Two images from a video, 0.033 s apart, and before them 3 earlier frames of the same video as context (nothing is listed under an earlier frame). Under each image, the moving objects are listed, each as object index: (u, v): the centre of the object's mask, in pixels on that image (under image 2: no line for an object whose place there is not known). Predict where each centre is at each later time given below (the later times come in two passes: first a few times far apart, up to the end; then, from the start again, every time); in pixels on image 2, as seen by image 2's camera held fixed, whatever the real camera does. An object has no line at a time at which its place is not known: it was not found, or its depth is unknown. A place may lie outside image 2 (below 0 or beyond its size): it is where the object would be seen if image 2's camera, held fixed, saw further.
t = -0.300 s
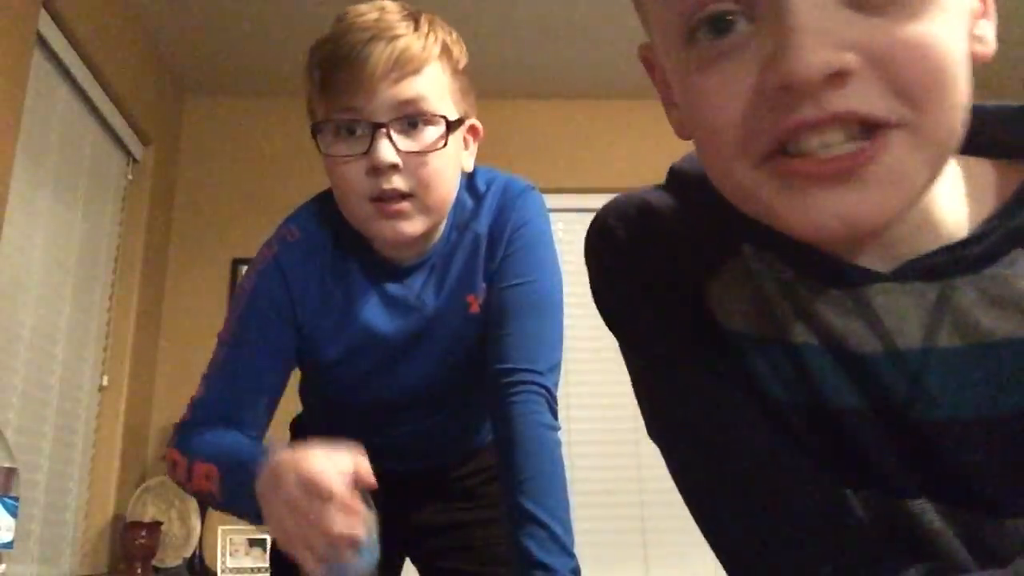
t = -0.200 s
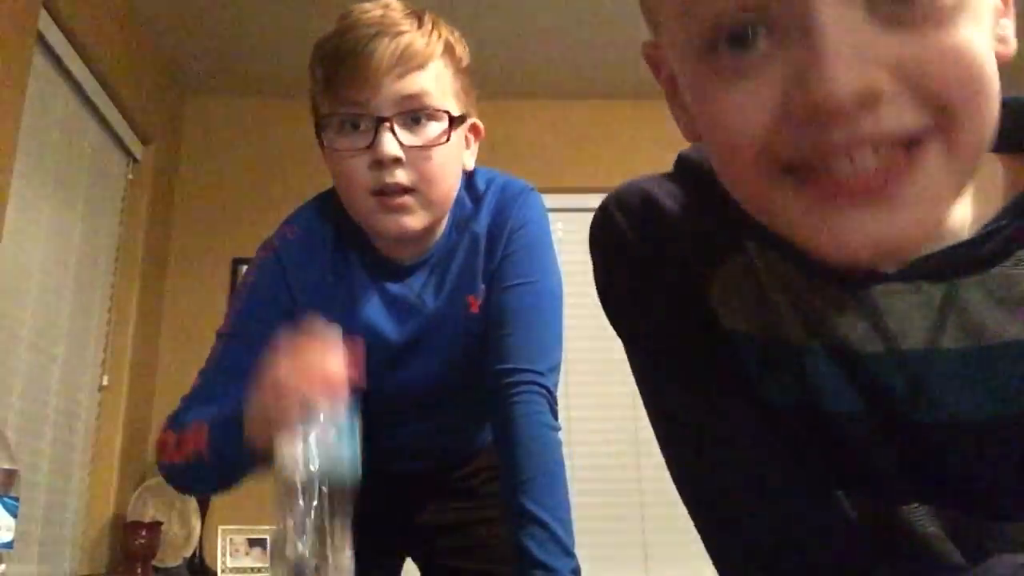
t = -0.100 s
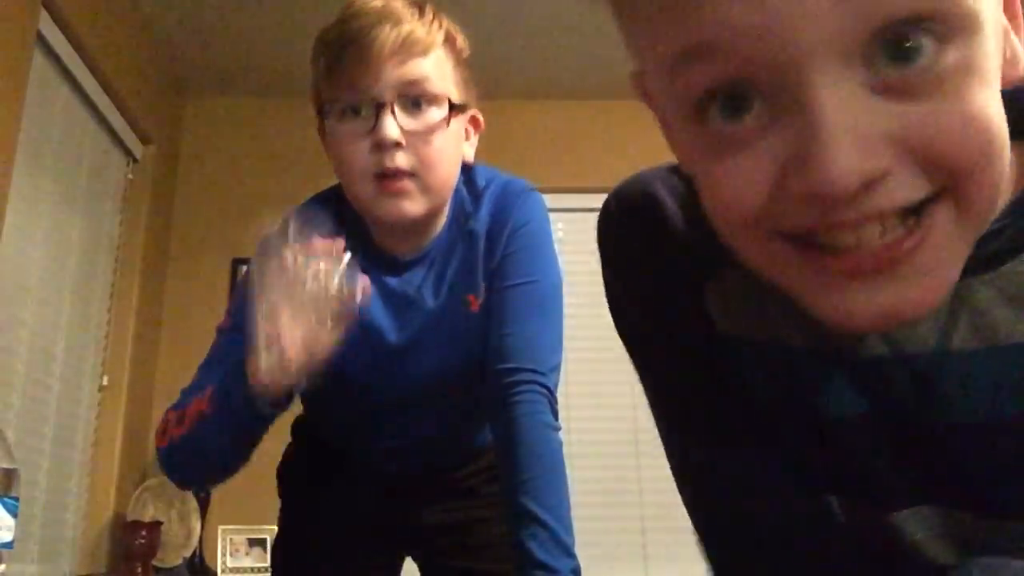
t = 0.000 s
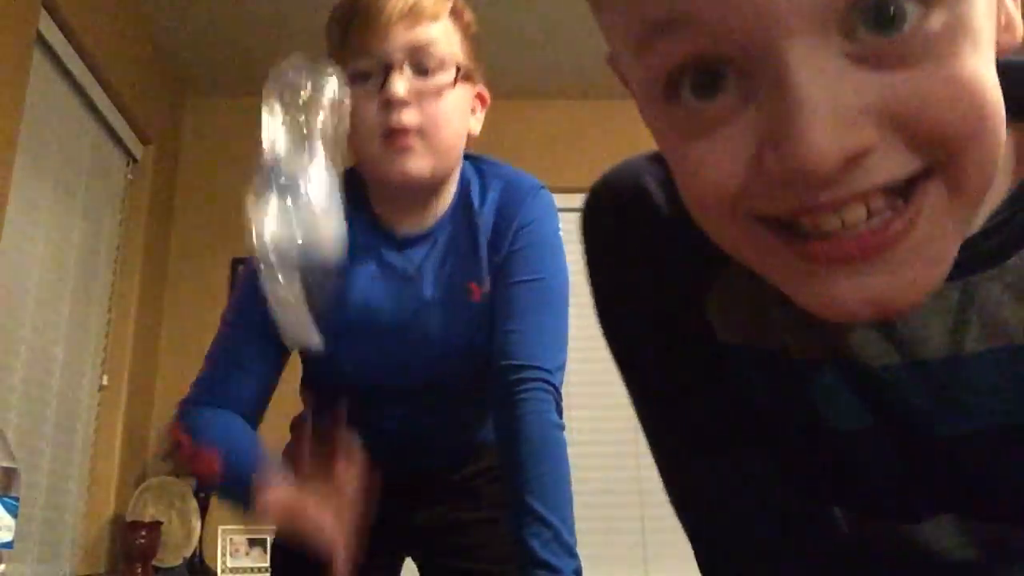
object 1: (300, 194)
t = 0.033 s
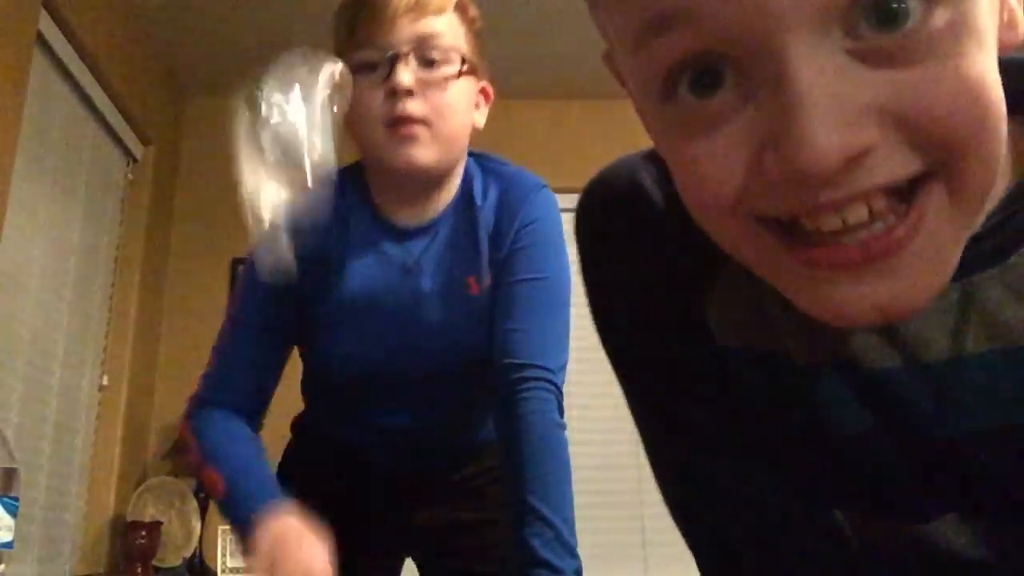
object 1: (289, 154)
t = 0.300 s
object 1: (284, 305)
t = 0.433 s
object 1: (282, 507)
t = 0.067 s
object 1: (279, 73)
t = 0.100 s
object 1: (290, 66)
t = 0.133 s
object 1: (295, 80)
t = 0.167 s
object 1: (294, 98)
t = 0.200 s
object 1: (292, 124)
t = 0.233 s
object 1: (290, 165)
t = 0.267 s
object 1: (287, 230)
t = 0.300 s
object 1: (284, 305)
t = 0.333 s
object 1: (276, 399)
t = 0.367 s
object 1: (271, 464)
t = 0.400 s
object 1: (269, 503)
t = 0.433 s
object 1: (282, 507)
